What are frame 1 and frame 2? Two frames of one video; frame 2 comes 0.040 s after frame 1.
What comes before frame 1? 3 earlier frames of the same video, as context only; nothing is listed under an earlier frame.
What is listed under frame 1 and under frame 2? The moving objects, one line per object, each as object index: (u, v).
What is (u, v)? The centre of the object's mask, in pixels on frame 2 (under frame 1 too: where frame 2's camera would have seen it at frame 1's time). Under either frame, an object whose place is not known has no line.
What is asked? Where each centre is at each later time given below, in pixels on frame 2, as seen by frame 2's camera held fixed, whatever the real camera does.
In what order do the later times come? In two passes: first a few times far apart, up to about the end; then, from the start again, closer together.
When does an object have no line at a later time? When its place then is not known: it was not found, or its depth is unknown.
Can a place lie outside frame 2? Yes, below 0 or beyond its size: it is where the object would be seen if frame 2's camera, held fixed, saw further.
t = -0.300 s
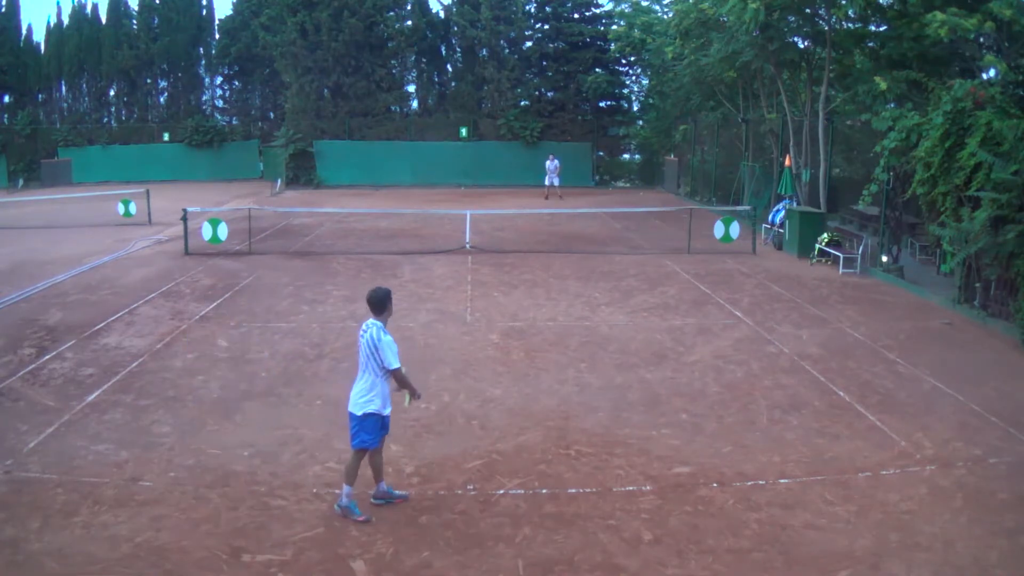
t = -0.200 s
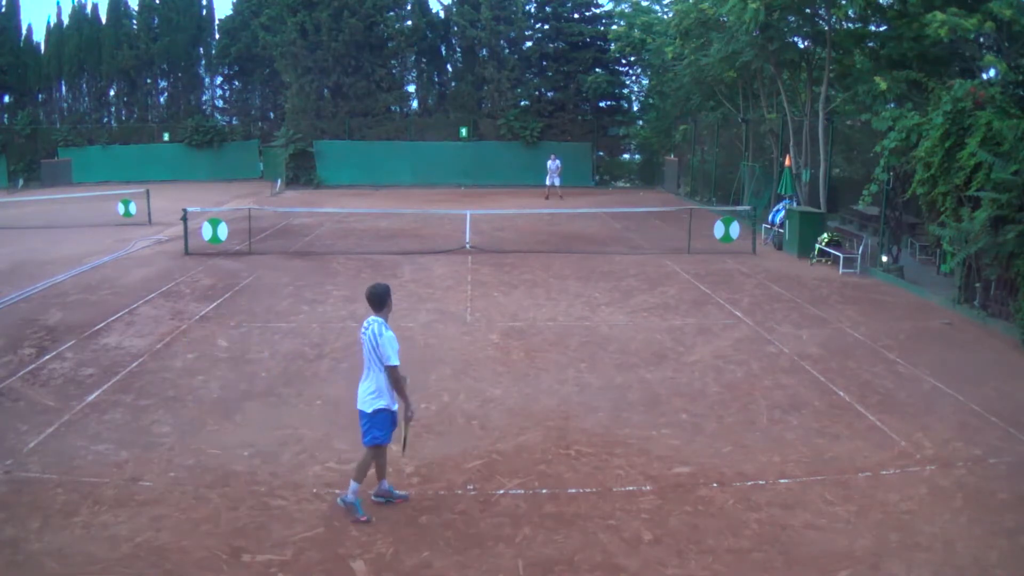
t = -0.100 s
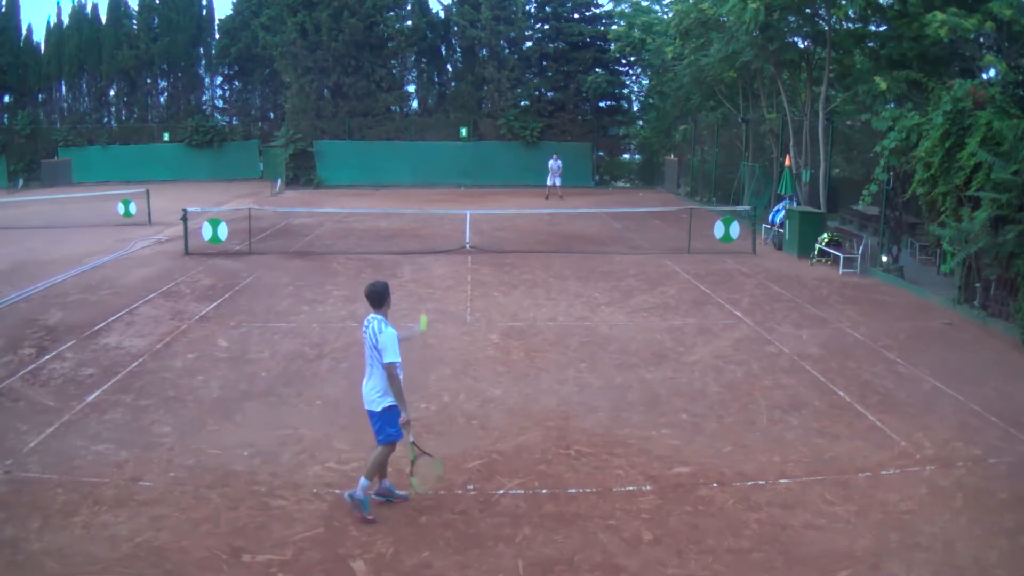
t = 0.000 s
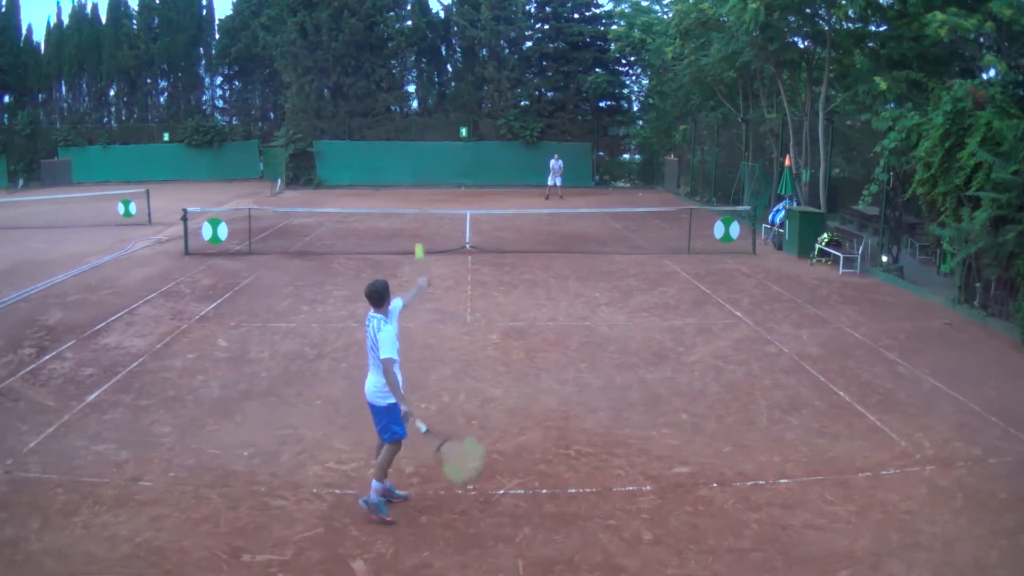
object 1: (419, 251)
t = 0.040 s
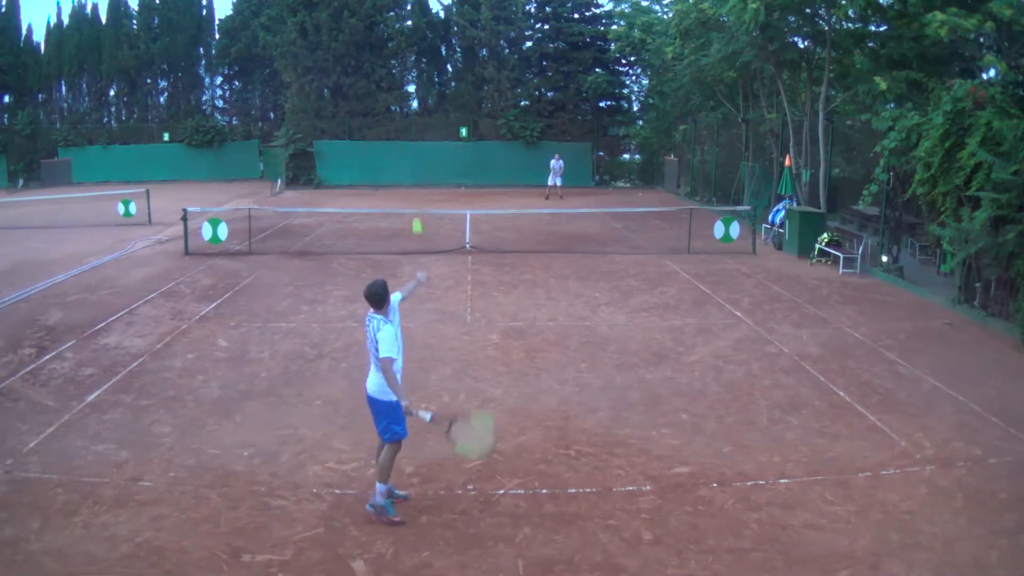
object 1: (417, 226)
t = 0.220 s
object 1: (408, 133)
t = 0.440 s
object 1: (398, 73)
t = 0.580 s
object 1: (391, 66)
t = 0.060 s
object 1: (416, 214)
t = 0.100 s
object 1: (413, 190)
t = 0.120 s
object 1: (413, 180)
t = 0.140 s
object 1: (412, 170)
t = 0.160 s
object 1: (411, 160)
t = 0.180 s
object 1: (410, 150)
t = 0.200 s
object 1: (409, 141)
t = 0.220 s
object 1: (408, 133)
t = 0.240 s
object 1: (407, 125)
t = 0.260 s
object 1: (406, 118)
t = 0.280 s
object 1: (405, 110)
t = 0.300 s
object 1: (404, 104)
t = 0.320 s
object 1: (403, 98)
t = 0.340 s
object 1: (402, 92)
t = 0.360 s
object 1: (401, 87)
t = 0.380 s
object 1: (400, 83)
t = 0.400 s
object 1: (399, 79)
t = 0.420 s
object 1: (398, 75)
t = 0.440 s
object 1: (398, 73)
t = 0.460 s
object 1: (397, 70)
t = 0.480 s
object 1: (396, 68)
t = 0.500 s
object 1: (395, 67)
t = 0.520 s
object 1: (394, 66)
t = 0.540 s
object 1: (393, 66)
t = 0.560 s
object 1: (392, 66)
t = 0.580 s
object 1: (391, 66)
